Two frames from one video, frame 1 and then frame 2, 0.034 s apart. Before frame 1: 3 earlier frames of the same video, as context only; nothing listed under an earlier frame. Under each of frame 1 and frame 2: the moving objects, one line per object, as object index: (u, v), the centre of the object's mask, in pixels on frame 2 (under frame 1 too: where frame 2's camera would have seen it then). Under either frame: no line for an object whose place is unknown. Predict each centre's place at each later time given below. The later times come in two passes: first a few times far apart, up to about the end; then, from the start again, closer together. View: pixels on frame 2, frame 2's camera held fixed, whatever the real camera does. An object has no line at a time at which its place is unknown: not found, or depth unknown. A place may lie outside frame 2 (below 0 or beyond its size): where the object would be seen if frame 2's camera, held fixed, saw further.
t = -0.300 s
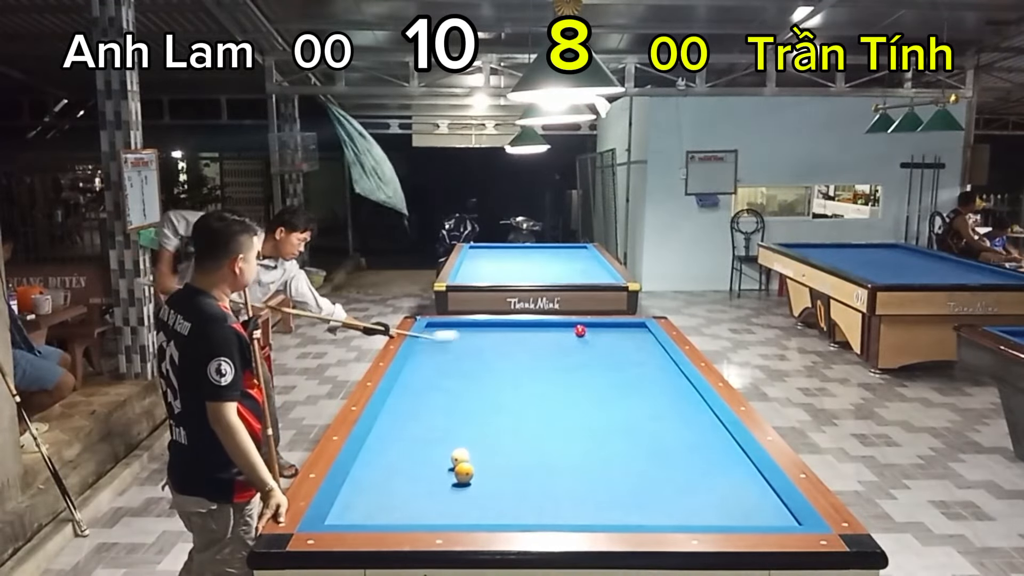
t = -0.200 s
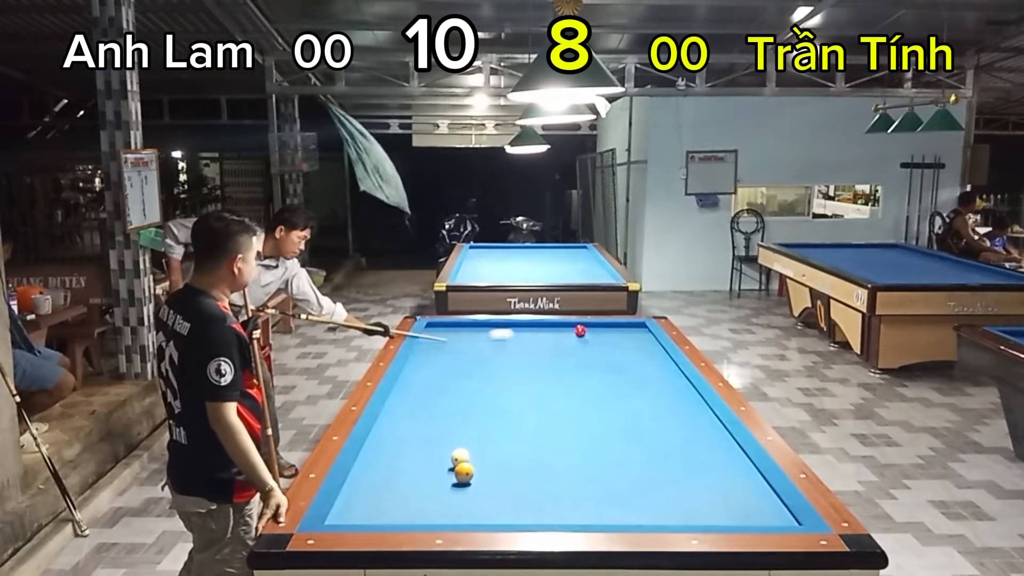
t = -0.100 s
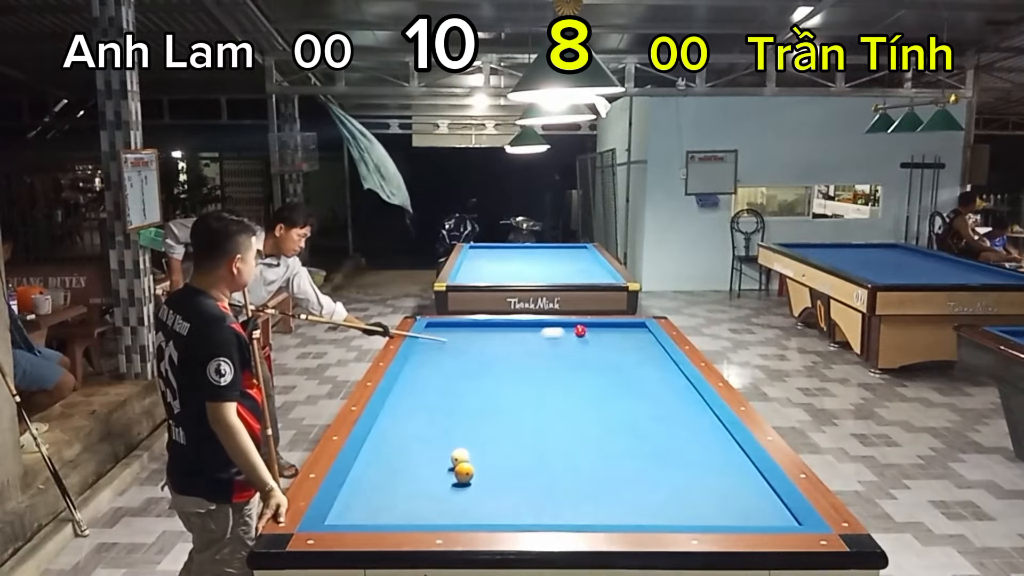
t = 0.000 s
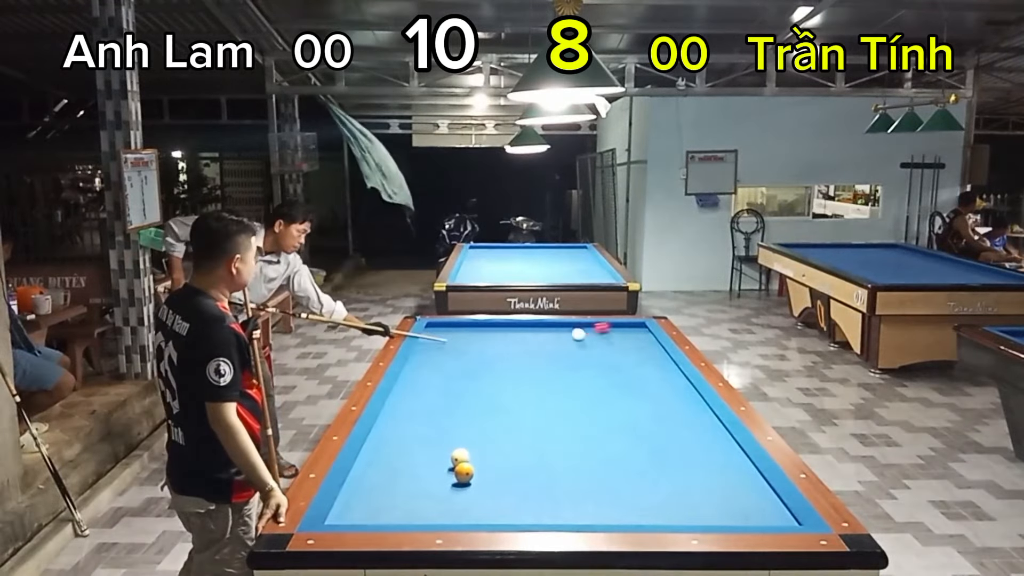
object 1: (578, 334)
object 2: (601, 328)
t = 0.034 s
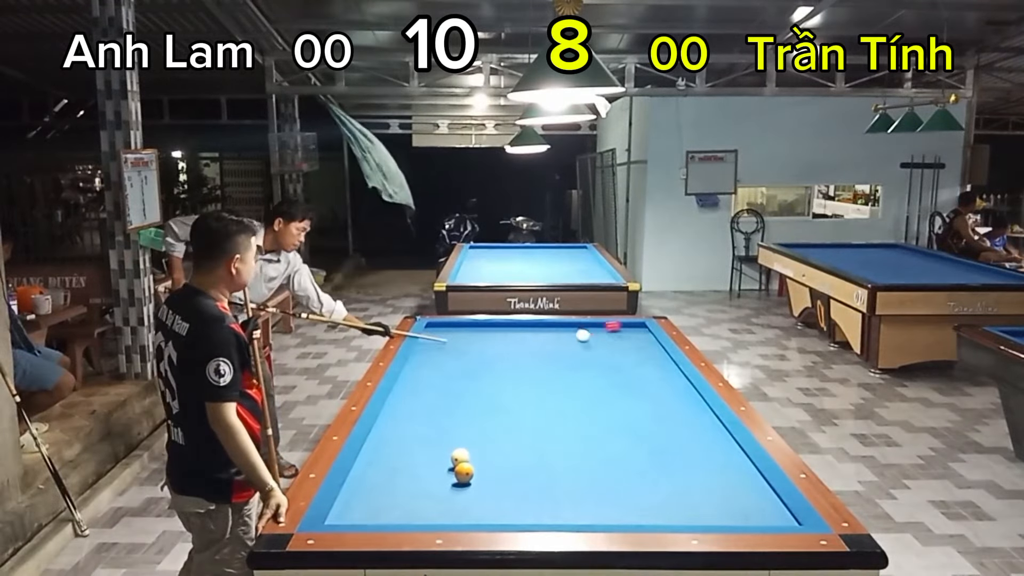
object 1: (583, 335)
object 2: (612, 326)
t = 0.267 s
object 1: (625, 342)
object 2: (624, 328)
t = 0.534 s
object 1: (643, 352)
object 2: (592, 334)
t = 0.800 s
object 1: (619, 364)
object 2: (559, 341)
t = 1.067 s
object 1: (593, 377)
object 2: (524, 348)
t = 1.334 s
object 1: (564, 392)
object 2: (486, 356)
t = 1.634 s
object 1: (527, 411)
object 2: (442, 365)
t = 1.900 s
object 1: (489, 431)
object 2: (411, 373)
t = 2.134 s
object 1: (450, 448)
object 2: (428, 377)
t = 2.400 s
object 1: (402, 474)
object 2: (446, 382)
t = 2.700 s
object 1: (348, 506)
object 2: (466, 388)
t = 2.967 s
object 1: (363, 515)
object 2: (485, 393)
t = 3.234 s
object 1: (375, 506)
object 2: (503, 398)
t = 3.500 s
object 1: (386, 495)
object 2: (522, 404)
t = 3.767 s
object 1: (395, 486)
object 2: (541, 409)
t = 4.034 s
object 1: (404, 477)
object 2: (560, 414)
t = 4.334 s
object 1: (412, 469)
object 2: (582, 421)
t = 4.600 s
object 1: (419, 462)
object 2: (601, 426)
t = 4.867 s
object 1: (425, 455)
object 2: (620, 432)
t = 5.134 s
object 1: (431, 450)
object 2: (639, 437)
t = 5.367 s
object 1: (435, 445)
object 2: (656, 442)
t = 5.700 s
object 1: (440, 439)
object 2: (680, 449)
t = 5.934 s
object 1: (443, 435)
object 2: (696, 454)
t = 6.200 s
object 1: (445, 431)
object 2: (715, 460)
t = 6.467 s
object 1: (448, 428)
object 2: (733, 465)
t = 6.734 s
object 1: (450, 425)
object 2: (748, 470)
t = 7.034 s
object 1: (452, 422)
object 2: (742, 474)
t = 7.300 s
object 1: (453, 420)
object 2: (738, 477)
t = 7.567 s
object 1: (453, 418)
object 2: (735, 480)
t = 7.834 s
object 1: (454, 417)
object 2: (733, 483)
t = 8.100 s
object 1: (453, 416)
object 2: (731, 486)
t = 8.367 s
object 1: (453, 415)
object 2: (729, 488)
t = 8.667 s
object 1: (452, 414)
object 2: (727, 490)
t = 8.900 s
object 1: (452, 414)
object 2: (725, 491)
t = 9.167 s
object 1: (452, 414)
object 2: (724, 492)
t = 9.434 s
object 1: (452, 414)
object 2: (723, 493)
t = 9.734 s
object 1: (452, 414)
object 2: (721, 494)
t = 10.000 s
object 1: (452, 414)
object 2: (720, 494)
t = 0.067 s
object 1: (588, 336)
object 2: (622, 325)
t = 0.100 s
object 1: (593, 338)
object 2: (632, 324)
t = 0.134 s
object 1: (598, 339)
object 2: (639, 325)
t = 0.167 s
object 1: (605, 340)
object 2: (637, 326)
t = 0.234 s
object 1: (618, 342)
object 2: (628, 327)
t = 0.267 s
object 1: (625, 342)
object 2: (624, 328)
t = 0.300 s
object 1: (633, 343)
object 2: (620, 329)
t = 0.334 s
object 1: (640, 344)
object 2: (616, 330)
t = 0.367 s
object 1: (648, 345)
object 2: (612, 331)
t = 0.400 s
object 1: (655, 347)
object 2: (608, 331)
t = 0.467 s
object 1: (651, 349)
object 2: (600, 333)
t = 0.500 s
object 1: (647, 350)
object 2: (596, 334)
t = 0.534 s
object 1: (643, 352)
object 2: (592, 334)
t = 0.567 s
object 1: (640, 353)
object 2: (588, 336)
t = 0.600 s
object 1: (637, 355)
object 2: (584, 336)
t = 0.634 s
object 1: (634, 356)
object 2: (579, 337)
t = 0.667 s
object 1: (631, 358)
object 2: (576, 338)
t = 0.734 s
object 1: (625, 361)
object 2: (567, 340)
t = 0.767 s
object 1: (622, 362)
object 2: (563, 340)
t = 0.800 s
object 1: (619, 364)
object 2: (559, 341)
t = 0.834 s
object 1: (616, 366)
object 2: (554, 342)
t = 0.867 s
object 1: (613, 367)
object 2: (550, 343)
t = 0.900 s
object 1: (609, 369)
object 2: (546, 344)
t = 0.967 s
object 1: (603, 372)
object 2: (537, 345)
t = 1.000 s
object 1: (600, 374)
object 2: (532, 346)
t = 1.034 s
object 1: (596, 376)
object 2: (528, 347)
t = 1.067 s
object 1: (593, 377)
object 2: (524, 348)
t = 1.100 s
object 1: (589, 379)
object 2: (519, 349)
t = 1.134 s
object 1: (586, 381)
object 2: (514, 350)
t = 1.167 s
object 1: (582, 383)
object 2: (510, 351)
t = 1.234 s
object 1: (575, 386)
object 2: (500, 353)
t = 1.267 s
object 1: (571, 388)
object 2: (496, 354)
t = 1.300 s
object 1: (568, 390)
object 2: (491, 355)
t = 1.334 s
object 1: (564, 392)
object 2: (486, 356)
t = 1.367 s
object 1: (560, 394)
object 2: (482, 357)
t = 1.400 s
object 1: (556, 396)
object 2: (477, 358)
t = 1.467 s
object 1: (548, 400)
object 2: (467, 360)
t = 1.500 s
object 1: (544, 402)
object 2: (462, 361)
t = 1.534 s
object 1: (540, 404)
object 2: (457, 361)
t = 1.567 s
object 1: (536, 407)
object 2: (452, 363)
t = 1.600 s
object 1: (531, 409)
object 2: (447, 364)
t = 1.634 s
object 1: (527, 411)
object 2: (442, 365)
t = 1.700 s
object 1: (518, 416)
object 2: (432, 367)
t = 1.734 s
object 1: (513, 418)
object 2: (427, 368)
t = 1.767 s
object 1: (509, 421)
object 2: (421, 369)
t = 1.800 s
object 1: (504, 423)
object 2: (416, 370)
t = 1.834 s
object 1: (499, 426)
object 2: (411, 371)
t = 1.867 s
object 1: (494, 428)
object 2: (408, 372)
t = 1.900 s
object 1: (489, 431)
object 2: (411, 373)
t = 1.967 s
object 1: (479, 436)
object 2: (416, 374)
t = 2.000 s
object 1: (474, 438)
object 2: (419, 375)
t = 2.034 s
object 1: (469, 440)
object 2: (421, 375)
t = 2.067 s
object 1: (464, 441)
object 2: (423, 376)
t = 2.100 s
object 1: (457, 443)
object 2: (425, 377)
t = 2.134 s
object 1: (450, 448)
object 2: (428, 377)
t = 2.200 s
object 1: (440, 456)
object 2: (432, 378)
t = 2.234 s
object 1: (434, 458)
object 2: (434, 379)
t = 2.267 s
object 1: (428, 462)
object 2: (437, 380)
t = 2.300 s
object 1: (422, 464)
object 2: (439, 380)
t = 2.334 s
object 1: (415, 468)
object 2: (441, 381)
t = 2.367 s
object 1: (409, 472)
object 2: (444, 382)
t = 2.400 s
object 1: (402, 474)
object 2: (446, 382)
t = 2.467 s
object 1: (389, 481)
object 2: (450, 383)
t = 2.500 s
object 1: (382, 484)
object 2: (453, 384)
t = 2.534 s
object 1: (375, 488)
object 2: (455, 385)
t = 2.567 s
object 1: (367, 492)
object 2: (457, 385)
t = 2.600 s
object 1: (360, 496)
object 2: (459, 386)
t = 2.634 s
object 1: (353, 500)
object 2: (462, 387)
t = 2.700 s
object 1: (348, 506)
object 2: (466, 388)
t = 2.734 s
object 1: (351, 509)
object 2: (469, 388)
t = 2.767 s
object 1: (353, 512)
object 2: (471, 389)
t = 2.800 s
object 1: (354, 514)
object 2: (473, 390)
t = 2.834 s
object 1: (356, 515)
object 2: (475, 390)
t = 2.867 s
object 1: (358, 517)
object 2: (478, 391)
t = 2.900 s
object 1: (360, 517)
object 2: (480, 392)
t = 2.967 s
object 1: (363, 515)
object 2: (485, 393)
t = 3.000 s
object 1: (364, 514)
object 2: (487, 393)
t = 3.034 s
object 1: (366, 513)
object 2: (489, 394)
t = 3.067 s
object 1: (367, 512)
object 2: (491, 395)
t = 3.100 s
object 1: (369, 512)
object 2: (494, 396)
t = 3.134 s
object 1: (370, 510)
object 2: (496, 396)
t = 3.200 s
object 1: (373, 507)
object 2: (501, 398)
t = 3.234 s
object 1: (375, 506)
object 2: (503, 398)
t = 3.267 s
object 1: (376, 505)
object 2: (505, 399)
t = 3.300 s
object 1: (377, 503)
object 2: (508, 400)
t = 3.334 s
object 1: (379, 502)
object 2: (510, 400)
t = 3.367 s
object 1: (380, 500)
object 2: (513, 401)
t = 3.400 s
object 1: (381, 499)
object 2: (515, 402)
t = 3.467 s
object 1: (384, 496)
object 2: (520, 403)
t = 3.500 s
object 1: (386, 495)
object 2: (522, 404)
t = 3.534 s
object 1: (387, 494)
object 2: (524, 404)
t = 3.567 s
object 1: (388, 493)
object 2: (527, 405)
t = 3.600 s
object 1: (389, 491)
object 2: (529, 406)
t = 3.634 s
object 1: (390, 490)
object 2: (531, 406)
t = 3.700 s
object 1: (393, 488)
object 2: (536, 408)
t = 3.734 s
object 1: (394, 487)
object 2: (538, 408)
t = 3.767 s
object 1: (395, 486)
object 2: (541, 409)
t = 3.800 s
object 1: (396, 484)
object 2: (543, 410)
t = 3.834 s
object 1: (397, 483)
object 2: (546, 410)
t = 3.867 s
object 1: (398, 482)
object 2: (548, 411)
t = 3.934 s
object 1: (401, 480)
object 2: (553, 412)
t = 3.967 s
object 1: (402, 479)
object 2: (555, 413)
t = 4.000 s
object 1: (403, 478)
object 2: (558, 414)
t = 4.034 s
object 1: (404, 477)
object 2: (560, 414)
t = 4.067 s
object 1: (405, 476)
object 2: (562, 415)
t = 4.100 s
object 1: (406, 475)
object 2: (565, 416)
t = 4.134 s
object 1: (407, 474)
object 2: (567, 417)
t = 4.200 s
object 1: (409, 472)
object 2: (572, 418)
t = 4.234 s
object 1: (410, 471)
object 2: (574, 418)
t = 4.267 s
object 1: (411, 471)
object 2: (577, 419)
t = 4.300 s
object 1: (412, 470)
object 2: (579, 420)
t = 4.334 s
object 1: (412, 469)
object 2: (582, 421)
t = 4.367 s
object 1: (413, 468)
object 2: (584, 421)
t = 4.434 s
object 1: (415, 466)
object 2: (589, 423)
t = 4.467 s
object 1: (416, 465)
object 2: (591, 424)
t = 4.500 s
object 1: (416, 464)
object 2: (594, 424)
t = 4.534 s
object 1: (418, 463)
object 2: (596, 425)
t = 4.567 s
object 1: (419, 463)
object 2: (599, 426)
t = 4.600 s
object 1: (419, 462)
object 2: (601, 426)
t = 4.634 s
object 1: (420, 461)
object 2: (603, 427)
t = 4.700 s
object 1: (422, 459)
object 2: (608, 428)
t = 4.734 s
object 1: (422, 458)
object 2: (610, 429)
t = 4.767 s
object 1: (423, 458)
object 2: (613, 430)
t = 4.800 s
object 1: (424, 457)
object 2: (615, 430)
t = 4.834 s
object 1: (425, 456)
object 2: (618, 431)
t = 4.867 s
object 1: (425, 455)
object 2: (620, 432)
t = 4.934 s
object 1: (427, 454)
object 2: (625, 433)
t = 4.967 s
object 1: (428, 453)
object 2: (627, 434)
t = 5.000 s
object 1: (428, 452)
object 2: (630, 435)
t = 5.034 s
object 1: (429, 452)
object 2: (632, 435)
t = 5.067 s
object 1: (430, 451)
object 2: (635, 436)
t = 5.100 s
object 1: (430, 451)
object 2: (637, 437)
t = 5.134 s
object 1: (431, 450)
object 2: (639, 437)
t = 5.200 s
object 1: (432, 448)
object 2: (644, 439)
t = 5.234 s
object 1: (433, 448)
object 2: (646, 439)
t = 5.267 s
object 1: (433, 447)
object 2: (649, 440)
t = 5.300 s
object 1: (434, 446)
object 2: (651, 441)
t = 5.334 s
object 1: (434, 446)
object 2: (654, 442)
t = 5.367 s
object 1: (435, 445)
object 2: (656, 442)
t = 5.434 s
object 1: (436, 444)
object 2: (661, 444)
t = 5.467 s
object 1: (437, 443)
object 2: (663, 444)
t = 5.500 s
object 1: (437, 443)
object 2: (665, 445)
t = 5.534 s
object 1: (438, 442)
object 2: (668, 446)
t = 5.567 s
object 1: (438, 441)
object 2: (670, 447)
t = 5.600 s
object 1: (439, 441)
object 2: (673, 447)
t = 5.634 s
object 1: (439, 440)
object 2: (675, 448)
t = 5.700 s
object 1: (440, 439)
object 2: (680, 449)
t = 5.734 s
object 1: (440, 439)
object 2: (682, 450)
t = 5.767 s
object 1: (441, 438)
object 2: (684, 451)
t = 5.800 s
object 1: (441, 437)
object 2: (687, 451)
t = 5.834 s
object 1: (442, 437)
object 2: (689, 452)
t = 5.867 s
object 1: (442, 436)
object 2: (691, 453)
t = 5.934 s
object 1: (443, 435)
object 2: (696, 454)
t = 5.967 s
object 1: (443, 435)
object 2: (699, 455)
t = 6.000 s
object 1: (443, 434)
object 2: (701, 456)
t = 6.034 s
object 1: (443, 434)
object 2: (703, 456)
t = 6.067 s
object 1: (444, 433)
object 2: (705, 457)
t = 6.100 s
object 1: (444, 433)
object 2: (708, 458)
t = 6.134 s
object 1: (444, 433)
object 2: (710, 458)
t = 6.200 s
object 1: (445, 431)
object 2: (715, 460)
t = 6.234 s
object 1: (445, 431)
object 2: (717, 460)
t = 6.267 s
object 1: (446, 431)
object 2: (720, 461)
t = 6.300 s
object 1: (446, 430)
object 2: (722, 462)
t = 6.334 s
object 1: (447, 430)
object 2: (724, 462)
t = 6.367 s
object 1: (447, 429)
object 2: (726, 463)
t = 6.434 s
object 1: (447, 429)
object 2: (731, 464)
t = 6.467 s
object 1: (448, 428)
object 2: (733, 465)
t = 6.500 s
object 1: (448, 428)
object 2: (735, 466)
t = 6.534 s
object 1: (448, 428)
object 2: (738, 466)
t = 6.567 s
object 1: (448, 427)
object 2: (740, 467)
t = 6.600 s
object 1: (449, 427)
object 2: (742, 468)
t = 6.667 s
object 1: (449, 426)
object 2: (747, 469)
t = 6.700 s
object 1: (449, 426)
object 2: (748, 470)
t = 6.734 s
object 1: (450, 425)
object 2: (748, 470)
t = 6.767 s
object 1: (450, 425)
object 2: (747, 470)
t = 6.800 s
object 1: (450, 425)
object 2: (747, 471)
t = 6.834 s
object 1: (451, 424)
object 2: (746, 471)
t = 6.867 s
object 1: (451, 424)
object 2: (745, 472)
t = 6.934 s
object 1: (452, 423)
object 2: (744, 473)
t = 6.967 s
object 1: (452, 423)
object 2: (743, 473)
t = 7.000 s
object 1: (452, 423)
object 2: (743, 473)
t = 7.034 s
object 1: (452, 422)
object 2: (742, 474)
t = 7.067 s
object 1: (452, 422)
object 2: (742, 474)
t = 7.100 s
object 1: (452, 422)
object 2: (741, 475)
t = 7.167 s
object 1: (453, 421)
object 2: (740, 475)
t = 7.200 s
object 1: (453, 421)
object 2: (740, 476)
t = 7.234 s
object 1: (453, 421)
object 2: (739, 476)
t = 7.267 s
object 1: (453, 420)
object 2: (739, 477)
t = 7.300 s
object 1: (453, 420)
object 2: (738, 477)
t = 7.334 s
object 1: (453, 420)
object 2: (738, 477)
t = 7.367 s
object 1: (453, 420)
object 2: (738, 478)
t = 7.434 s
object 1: (453, 419)
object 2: (737, 479)
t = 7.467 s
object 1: (453, 419)
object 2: (736, 479)
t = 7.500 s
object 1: (453, 419)
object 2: (736, 479)
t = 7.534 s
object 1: (453, 419)
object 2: (736, 480)
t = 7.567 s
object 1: (453, 418)
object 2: (735, 480)
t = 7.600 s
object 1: (453, 418)
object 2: (735, 480)
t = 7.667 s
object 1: (453, 418)
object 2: (734, 481)
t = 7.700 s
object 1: (453, 417)
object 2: (734, 482)
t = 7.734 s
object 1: (453, 417)
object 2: (734, 482)
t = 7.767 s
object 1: (454, 417)
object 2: (733, 482)
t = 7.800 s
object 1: (453, 417)
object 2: (733, 483)
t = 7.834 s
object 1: (454, 417)
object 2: (733, 483)
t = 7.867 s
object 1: (454, 417)
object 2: (733, 483)
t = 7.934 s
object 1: (453, 417)
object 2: (732, 484)
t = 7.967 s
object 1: (453, 416)
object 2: (732, 484)
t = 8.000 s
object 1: (453, 416)
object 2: (731, 485)
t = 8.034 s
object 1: (453, 416)
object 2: (731, 485)
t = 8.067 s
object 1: (454, 416)
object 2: (731, 485)
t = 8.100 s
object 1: (453, 416)
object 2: (731, 486)
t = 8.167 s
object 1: (453, 416)
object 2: (730, 486)
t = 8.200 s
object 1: (453, 415)
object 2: (730, 486)
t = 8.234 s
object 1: (453, 415)
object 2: (730, 487)
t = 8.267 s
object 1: (453, 415)
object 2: (729, 487)
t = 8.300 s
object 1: (453, 415)
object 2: (729, 487)
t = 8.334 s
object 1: (453, 415)
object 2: (729, 487)
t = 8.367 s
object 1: (453, 415)
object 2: (729, 488)
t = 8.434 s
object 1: (453, 415)
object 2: (728, 488)
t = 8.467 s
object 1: (453, 415)
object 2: (728, 489)
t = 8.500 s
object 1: (453, 415)
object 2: (728, 489)
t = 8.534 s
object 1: (452, 415)
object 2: (727, 489)
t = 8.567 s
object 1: (452, 415)
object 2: (727, 489)
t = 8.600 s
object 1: (452, 415)
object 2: (727, 489)
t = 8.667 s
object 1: (452, 414)
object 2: (727, 490)
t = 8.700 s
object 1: (452, 414)
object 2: (726, 490)
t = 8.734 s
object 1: (452, 414)
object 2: (726, 490)
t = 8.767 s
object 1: (452, 414)
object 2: (726, 490)
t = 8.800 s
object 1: (452, 414)
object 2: (726, 491)
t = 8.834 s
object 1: (452, 414)
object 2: (726, 491)
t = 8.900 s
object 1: (452, 414)
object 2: (725, 491)
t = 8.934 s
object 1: (452, 414)
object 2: (725, 491)
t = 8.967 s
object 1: (452, 414)
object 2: (725, 492)
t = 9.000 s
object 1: (452, 414)
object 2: (725, 492)
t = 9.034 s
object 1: (452, 414)
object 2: (725, 492)
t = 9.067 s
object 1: (452, 414)
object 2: (724, 492)
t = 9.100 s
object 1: (452, 414)
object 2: (724, 492)
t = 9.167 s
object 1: (452, 414)
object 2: (724, 492)
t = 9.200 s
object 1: (452, 414)
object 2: (724, 493)
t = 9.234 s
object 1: (452, 414)
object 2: (724, 493)
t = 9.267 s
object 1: (452, 414)
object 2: (724, 493)
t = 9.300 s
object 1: (452, 414)
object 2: (723, 493)
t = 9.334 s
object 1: (452, 414)
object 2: (723, 493)
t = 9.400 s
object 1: (452, 414)
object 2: (723, 493)
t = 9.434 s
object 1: (452, 414)
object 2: (723, 493)
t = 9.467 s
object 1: (452, 414)
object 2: (723, 493)
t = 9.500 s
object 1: (452, 414)
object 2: (722, 494)
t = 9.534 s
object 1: (452, 414)
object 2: (722, 494)
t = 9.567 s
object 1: (452, 414)
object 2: (722, 494)
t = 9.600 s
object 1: (452, 414)
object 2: (722, 494)
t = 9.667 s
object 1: (452, 414)
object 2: (722, 494)
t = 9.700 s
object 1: (452, 414)
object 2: (722, 494)
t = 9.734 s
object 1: (452, 414)
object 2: (721, 494)
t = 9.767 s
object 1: (452, 414)
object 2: (721, 494)
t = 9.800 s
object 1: (452, 414)
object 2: (721, 494)
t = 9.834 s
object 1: (452, 414)
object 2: (720, 494)
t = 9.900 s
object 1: (452, 414)
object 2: (720, 494)
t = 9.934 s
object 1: (452, 414)
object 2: (720, 494)
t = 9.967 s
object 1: (452, 414)
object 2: (720, 494)
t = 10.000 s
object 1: (452, 414)
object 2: (720, 494)
